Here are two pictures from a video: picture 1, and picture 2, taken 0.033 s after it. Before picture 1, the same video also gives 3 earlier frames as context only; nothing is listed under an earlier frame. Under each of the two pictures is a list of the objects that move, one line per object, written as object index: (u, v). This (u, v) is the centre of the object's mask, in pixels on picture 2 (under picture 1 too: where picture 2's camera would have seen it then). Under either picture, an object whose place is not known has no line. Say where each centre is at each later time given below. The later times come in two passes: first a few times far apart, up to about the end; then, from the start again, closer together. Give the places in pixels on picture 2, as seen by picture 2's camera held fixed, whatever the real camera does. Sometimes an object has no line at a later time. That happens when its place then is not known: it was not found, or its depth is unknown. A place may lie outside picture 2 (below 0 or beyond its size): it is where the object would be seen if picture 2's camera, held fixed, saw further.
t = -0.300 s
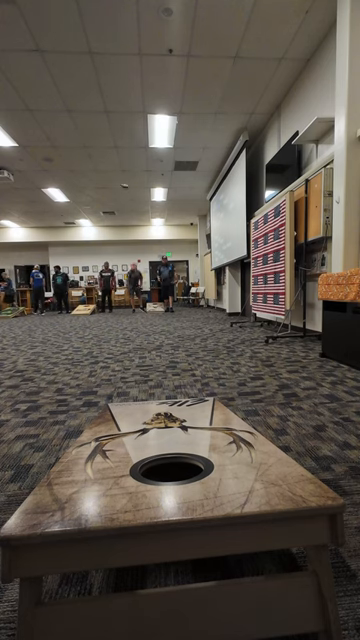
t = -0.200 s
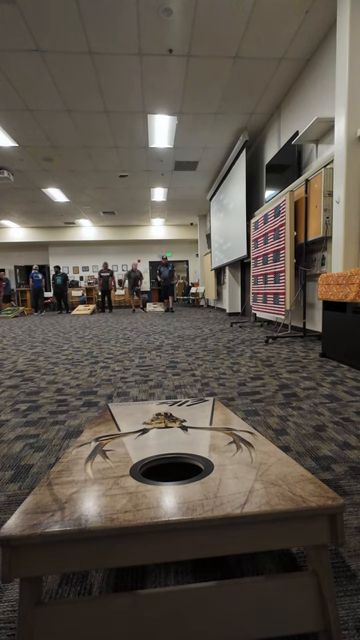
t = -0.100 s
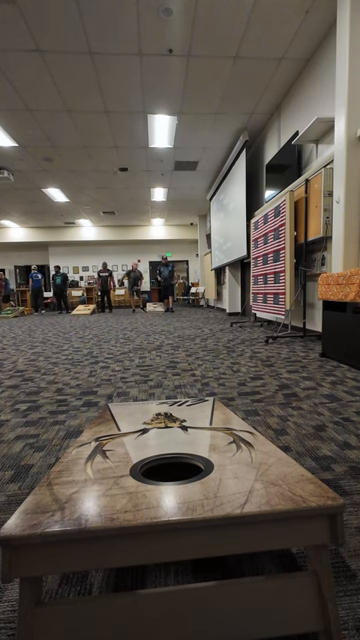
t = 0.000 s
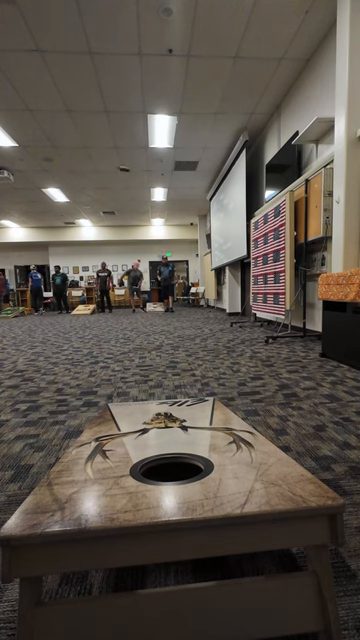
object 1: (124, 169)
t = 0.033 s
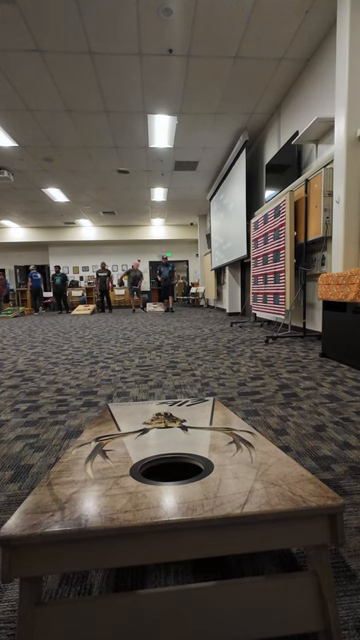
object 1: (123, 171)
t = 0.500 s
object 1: (132, 411)
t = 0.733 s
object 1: (129, 445)
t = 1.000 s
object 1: (130, 452)
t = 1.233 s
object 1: (131, 452)
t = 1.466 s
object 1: (130, 452)
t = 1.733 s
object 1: (130, 452)
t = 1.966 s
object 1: (130, 452)
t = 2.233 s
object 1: (130, 452)
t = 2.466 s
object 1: (131, 452)
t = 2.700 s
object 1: (131, 452)
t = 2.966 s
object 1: (131, 452)
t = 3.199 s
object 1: (131, 452)
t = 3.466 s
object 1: (131, 452)
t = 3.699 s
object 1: (131, 452)
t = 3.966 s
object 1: (131, 452)
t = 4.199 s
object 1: (131, 452)
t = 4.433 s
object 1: (131, 452)
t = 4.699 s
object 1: (131, 452)
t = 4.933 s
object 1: (131, 452)
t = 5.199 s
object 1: (131, 452)
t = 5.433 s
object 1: (131, 452)
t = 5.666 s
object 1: (131, 452)
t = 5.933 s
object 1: (131, 452)
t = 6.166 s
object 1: (131, 452)
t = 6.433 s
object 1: (131, 452)
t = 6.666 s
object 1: (131, 452)
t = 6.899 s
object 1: (131, 452)
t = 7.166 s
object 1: (131, 452)
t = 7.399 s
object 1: (131, 452)
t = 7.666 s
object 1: (131, 452)
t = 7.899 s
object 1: (131, 452)
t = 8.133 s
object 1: (131, 452)
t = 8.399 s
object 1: (131, 452)
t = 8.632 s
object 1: (131, 452)
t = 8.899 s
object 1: (131, 452)
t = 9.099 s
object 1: (131, 452)
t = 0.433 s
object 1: (132, 404)
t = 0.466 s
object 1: (131, 409)
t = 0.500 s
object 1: (132, 411)
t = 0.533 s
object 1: (130, 416)
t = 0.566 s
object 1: (131, 422)
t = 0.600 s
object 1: (130, 429)
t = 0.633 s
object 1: (129, 433)
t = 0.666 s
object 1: (130, 437)
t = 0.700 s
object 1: (130, 441)
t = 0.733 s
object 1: (129, 445)
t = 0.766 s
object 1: (129, 448)
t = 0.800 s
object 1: (129, 450)
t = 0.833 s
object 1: (129, 451)
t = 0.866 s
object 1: (130, 452)
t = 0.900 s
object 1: (131, 452)
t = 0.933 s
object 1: (131, 452)
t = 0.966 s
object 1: (131, 452)
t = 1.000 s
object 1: (130, 452)
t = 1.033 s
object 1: (131, 452)
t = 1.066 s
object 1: (130, 452)
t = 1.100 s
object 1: (131, 452)
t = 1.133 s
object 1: (130, 452)
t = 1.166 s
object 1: (130, 452)
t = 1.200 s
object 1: (131, 452)
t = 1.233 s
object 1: (131, 452)
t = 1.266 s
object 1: (131, 452)
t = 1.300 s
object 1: (130, 452)
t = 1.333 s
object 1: (131, 452)
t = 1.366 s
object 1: (130, 452)
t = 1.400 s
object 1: (130, 452)
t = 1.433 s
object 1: (130, 452)
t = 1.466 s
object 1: (130, 452)
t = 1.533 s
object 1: (130, 452)
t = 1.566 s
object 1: (130, 452)
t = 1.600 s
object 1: (130, 452)
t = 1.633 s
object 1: (130, 452)
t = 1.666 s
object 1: (130, 452)
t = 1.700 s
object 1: (130, 452)
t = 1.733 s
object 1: (130, 452)
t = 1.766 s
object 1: (131, 452)
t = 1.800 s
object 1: (131, 452)
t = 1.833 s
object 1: (130, 452)
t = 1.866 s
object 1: (130, 452)
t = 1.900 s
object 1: (130, 452)
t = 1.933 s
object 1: (130, 452)
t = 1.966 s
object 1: (130, 452)
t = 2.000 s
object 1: (130, 452)
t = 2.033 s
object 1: (130, 452)
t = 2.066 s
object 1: (130, 452)
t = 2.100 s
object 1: (130, 452)
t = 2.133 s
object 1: (130, 452)
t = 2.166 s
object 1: (130, 452)
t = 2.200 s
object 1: (130, 452)
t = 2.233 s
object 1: (130, 452)
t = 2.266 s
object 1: (130, 452)
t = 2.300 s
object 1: (130, 452)
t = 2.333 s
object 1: (130, 452)
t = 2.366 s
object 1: (130, 452)
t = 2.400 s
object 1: (131, 452)
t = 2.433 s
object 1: (131, 452)
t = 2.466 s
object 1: (131, 452)
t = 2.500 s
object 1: (131, 452)
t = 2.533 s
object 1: (131, 452)
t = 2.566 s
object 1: (131, 452)
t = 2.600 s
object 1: (131, 452)
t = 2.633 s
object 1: (131, 452)
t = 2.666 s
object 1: (131, 452)
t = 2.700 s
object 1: (131, 452)
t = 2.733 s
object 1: (131, 452)
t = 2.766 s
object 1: (131, 452)
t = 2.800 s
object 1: (131, 452)
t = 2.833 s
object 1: (131, 452)
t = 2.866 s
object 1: (131, 452)
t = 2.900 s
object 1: (131, 452)
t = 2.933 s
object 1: (131, 452)
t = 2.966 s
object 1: (131, 452)
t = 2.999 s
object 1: (131, 452)
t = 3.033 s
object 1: (131, 452)
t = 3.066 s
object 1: (131, 452)
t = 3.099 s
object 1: (131, 452)
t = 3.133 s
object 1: (131, 452)
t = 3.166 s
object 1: (131, 452)
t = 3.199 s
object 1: (131, 452)
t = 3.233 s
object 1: (131, 452)
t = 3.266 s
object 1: (131, 452)
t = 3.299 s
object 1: (131, 452)
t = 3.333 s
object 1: (131, 452)
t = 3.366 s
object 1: (131, 452)
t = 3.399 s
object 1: (131, 452)
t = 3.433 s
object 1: (131, 452)
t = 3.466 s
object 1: (131, 452)
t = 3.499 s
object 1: (131, 452)
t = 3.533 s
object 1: (131, 452)
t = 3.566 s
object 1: (131, 452)
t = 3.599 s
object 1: (131, 452)
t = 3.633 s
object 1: (131, 452)
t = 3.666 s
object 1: (131, 452)
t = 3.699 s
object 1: (131, 452)
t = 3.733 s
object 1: (131, 452)
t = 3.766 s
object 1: (131, 452)
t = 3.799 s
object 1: (131, 452)
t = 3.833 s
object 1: (131, 452)
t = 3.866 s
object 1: (131, 452)
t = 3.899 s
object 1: (131, 452)
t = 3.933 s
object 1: (131, 452)
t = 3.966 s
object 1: (131, 452)
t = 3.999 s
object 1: (131, 452)
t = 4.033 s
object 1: (131, 452)
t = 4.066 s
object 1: (131, 452)
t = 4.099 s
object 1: (131, 452)
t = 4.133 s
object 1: (131, 452)
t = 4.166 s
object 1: (131, 452)
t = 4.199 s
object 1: (131, 452)
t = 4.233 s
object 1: (131, 452)
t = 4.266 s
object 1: (131, 452)
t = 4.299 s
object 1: (131, 452)
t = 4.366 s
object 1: (131, 452)
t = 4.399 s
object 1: (131, 452)
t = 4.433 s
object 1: (131, 452)
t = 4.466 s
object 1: (131, 452)
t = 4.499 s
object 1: (131, 452)
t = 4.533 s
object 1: (131, 452)
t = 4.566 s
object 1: (131, 452)
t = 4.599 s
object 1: (131, 452)
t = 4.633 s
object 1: (131, 452)
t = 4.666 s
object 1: (131, 452)
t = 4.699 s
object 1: (131, 452)
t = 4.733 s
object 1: (131, 452)
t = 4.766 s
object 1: (131, 452)
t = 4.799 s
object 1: (131, 452)
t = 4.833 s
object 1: (131, 452)
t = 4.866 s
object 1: (131, 452)
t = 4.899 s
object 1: (131, 452)
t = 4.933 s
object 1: (131, 452)
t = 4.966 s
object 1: (131, 452)
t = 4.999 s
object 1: (131, 452)
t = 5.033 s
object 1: (131, 452)
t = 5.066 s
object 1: (131, 452)
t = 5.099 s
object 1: (131, 452)
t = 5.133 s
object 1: (131, 452)
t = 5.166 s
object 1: (131, 452)
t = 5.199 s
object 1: (131, 452)
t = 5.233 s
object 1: (131, 452)
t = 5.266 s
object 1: (131, 452)
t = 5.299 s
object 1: (131, 452)
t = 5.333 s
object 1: (131, 452)
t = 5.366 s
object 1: (131, 452)
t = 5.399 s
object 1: (131, 452)
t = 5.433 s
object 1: (131, 452)
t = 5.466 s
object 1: (131, 452)
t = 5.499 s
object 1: (131, 452)
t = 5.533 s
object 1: (131, 452)
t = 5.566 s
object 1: (131, 452)
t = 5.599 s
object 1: (131, 452)
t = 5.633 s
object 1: (131, 452)
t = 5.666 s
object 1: (131, 452)
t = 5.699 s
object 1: (131, 452)
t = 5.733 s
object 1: (131, 452)
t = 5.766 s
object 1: (131, 452)
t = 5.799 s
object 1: (131, 452)
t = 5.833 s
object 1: (131, 452)
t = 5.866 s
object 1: (131, 452)
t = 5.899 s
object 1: (131, 452)
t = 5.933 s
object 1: (131, 452)
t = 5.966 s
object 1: (131, 452)
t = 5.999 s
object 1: (131, 452)
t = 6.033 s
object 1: (131, 452)
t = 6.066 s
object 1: (131, 452)
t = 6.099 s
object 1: (131, 452)
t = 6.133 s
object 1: (131, 452)
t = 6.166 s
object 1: (131, 452)
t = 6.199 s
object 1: (131, 452)
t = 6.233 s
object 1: (131, 452)
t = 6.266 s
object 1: (131, 452)
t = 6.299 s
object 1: (131, 452)
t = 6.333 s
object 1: (131, 452)
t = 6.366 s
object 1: (131, 452)
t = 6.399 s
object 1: (131, 452)
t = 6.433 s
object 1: (131, 452)
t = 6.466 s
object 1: (131, 452)
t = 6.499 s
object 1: (131, 452)
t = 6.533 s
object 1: (131, 452)
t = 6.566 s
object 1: (131, 452)
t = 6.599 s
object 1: (131, 452)
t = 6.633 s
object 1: (131, 452)
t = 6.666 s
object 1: (131, 452)
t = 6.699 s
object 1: (131, 452)
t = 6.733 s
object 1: (131, 452)
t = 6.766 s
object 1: (131, 452)
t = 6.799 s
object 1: (131, 452)
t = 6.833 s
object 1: (131, 452)
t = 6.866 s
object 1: (131, 452)
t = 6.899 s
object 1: (131, 452)
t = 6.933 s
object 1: (131, 452)
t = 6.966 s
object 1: (131, 452)
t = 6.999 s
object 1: (131, 452)
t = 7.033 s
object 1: (131, 452)
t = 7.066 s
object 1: (131, 452)
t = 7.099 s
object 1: (131, 452)
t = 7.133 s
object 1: (131, 452)
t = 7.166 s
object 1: (131, 452)
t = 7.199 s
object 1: (131, 452)
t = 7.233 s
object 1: (131, 452)
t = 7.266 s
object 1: (131, 452)
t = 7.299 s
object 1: (131, 452)
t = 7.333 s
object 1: (131, 452)
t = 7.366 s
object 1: (131, 452)
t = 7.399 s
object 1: (131, 452)
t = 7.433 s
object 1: (131, 452)
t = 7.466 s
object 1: (131, 452)
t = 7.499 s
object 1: (131, 452)
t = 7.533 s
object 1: (131, 452)
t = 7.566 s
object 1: (131, 452)
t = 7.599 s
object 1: (131, 452)
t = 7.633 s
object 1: (131, 452)
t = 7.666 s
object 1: (131, 452)
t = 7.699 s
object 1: (131, 452)
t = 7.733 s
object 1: (131, 452)
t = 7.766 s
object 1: (131, 452)
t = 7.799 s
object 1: (131, 452)
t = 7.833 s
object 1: (131, 452)
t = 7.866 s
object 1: (131, 452)
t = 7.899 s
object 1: (131, 452)
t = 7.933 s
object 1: (131, 452)
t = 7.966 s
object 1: (131, 452)
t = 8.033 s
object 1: (131, 452)
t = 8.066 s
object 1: (131, 452)
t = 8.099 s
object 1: (131, 452)
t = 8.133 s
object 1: (131, 452)
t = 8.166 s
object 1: (131, 452)
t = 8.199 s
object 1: (131, 452)
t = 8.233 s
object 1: (131, 452)
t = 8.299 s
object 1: (131, 452)
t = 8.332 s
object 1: (131, 452)
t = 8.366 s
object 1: (131, 452)
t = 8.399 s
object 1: (131, 452)
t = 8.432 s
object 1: (131, 452)
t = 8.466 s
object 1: (131, 452)
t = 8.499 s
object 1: (131, 452)
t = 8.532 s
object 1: (131, 452)
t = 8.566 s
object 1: (131, 452)
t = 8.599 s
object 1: (131, 452)
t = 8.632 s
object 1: (131, 452)
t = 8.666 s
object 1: (131, 452)
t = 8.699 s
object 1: (131, 452)
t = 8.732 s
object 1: (131, 452)
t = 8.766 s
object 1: (131, 452)
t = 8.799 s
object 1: (131, 452)
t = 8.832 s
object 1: (131, 452)
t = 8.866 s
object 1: (131, 452)
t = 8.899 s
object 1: (131, 452)
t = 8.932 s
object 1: (131, 452)
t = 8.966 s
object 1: (131, 452)
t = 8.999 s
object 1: (131, 452)
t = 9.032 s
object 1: (131, 452)
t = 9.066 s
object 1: (131, 452)
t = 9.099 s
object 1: (131, 452)
